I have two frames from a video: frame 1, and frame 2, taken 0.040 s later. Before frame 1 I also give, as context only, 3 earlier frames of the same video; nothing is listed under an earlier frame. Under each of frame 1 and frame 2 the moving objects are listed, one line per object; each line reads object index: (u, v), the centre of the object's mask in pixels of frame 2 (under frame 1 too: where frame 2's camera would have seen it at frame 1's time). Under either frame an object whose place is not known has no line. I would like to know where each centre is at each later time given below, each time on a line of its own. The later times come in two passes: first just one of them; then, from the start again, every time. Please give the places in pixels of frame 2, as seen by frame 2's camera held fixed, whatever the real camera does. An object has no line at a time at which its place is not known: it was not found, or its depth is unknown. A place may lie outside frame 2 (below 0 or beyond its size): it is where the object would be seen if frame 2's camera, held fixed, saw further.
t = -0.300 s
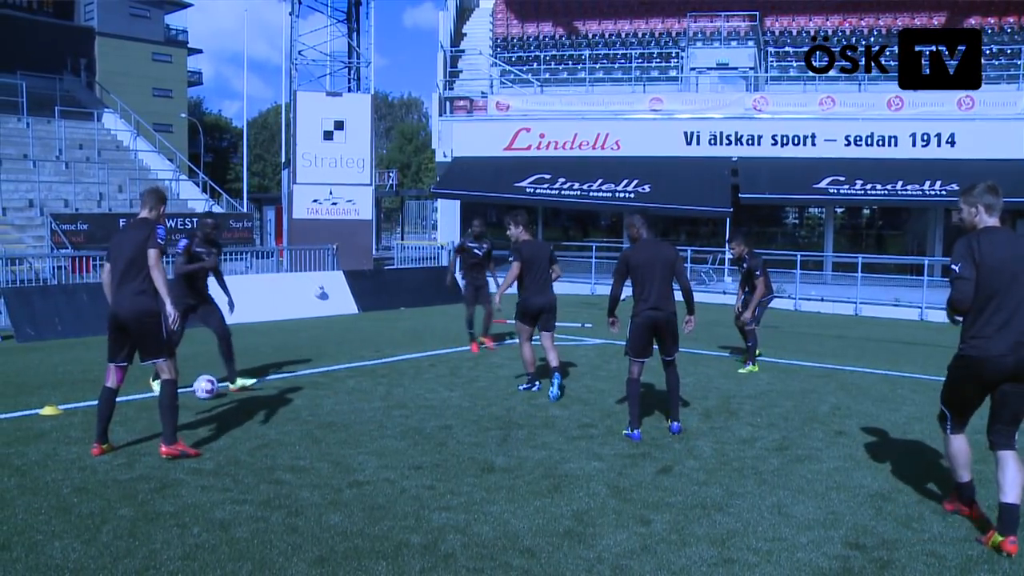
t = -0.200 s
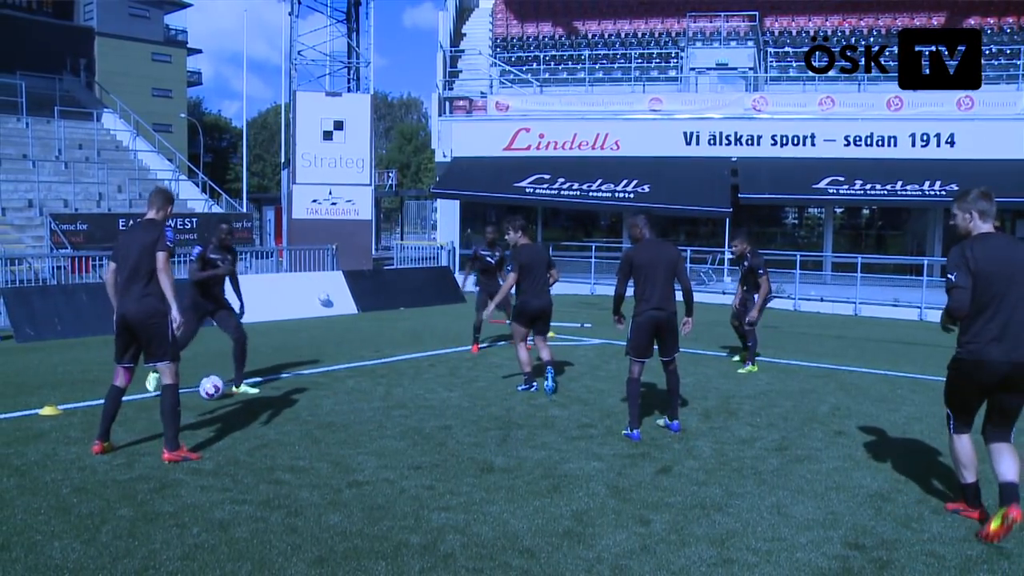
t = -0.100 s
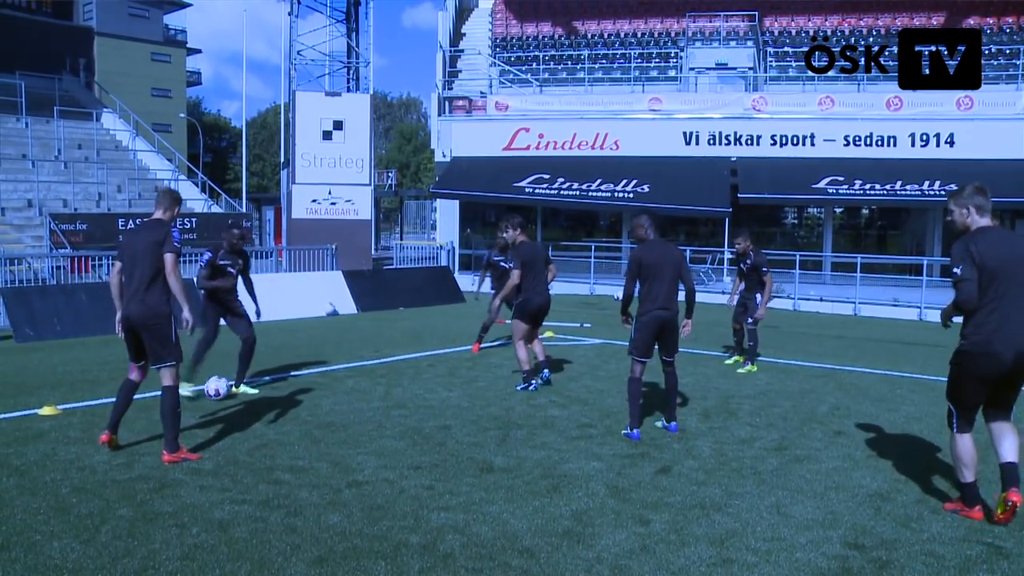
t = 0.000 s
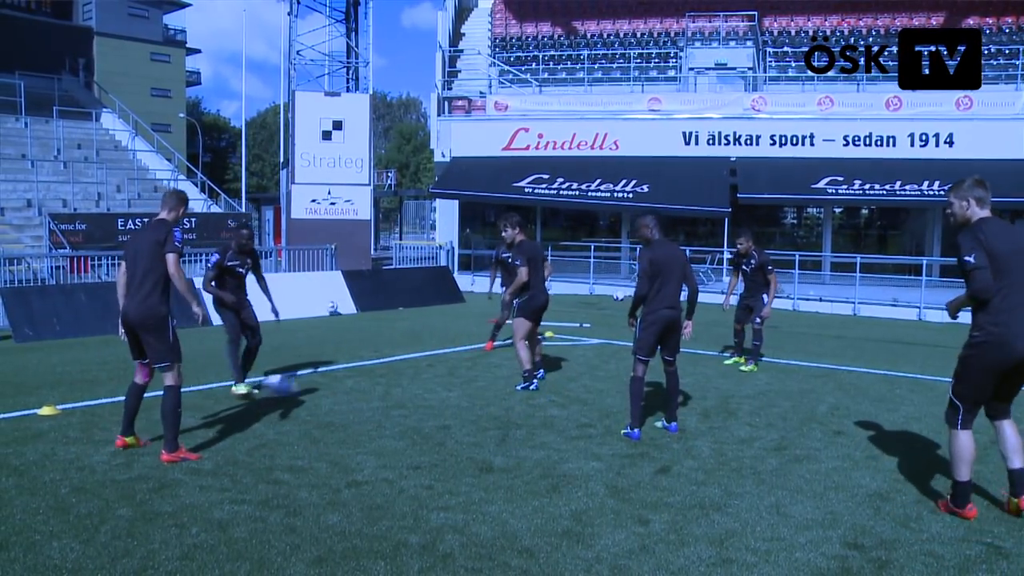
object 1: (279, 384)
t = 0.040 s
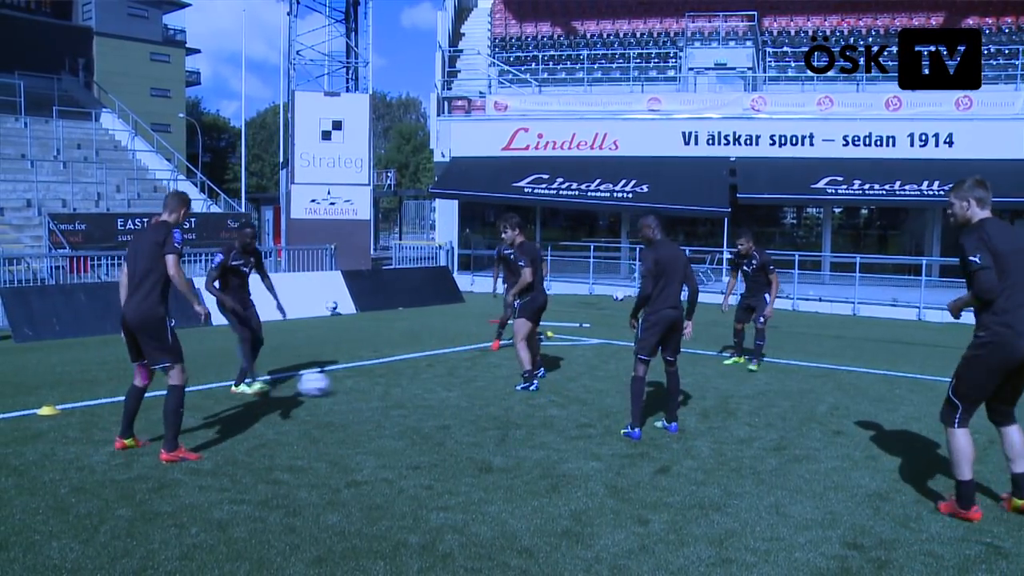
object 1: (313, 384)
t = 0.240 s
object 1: (459, 381)
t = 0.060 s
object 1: (329, 384)
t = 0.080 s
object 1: (346, 384)
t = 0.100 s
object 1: (362, 384)
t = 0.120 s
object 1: (376, 384)
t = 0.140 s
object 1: (390, 383)
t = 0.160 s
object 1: (404, 382)
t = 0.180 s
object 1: (418, 381)
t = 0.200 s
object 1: (431, 381)
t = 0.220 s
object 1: (445, 381)
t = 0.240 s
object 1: (459, 381)
